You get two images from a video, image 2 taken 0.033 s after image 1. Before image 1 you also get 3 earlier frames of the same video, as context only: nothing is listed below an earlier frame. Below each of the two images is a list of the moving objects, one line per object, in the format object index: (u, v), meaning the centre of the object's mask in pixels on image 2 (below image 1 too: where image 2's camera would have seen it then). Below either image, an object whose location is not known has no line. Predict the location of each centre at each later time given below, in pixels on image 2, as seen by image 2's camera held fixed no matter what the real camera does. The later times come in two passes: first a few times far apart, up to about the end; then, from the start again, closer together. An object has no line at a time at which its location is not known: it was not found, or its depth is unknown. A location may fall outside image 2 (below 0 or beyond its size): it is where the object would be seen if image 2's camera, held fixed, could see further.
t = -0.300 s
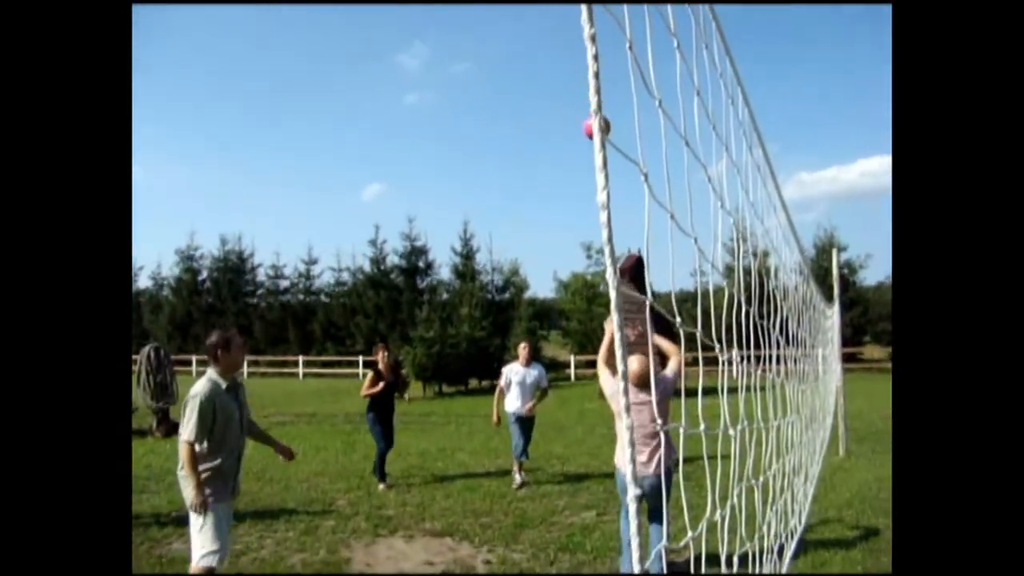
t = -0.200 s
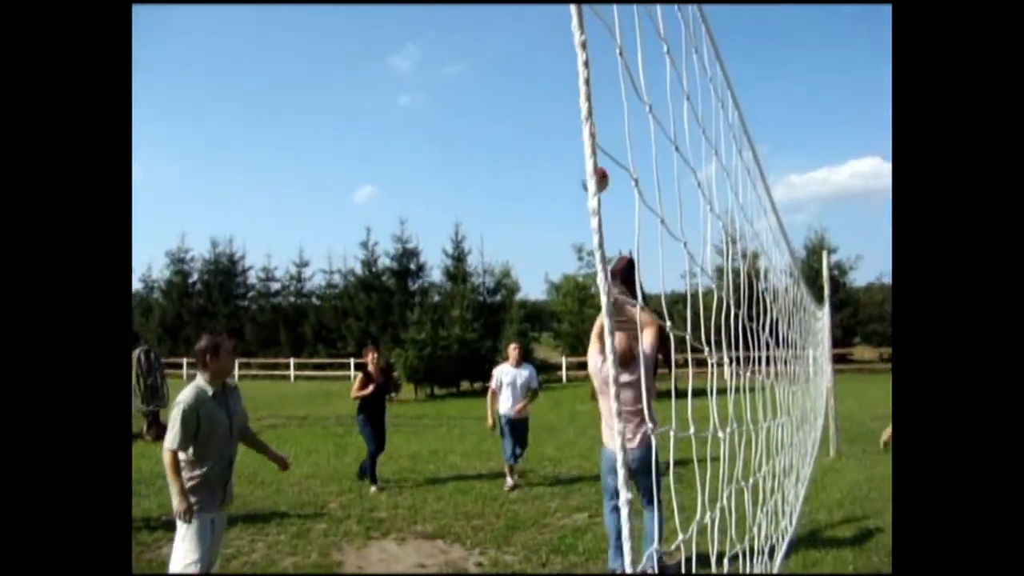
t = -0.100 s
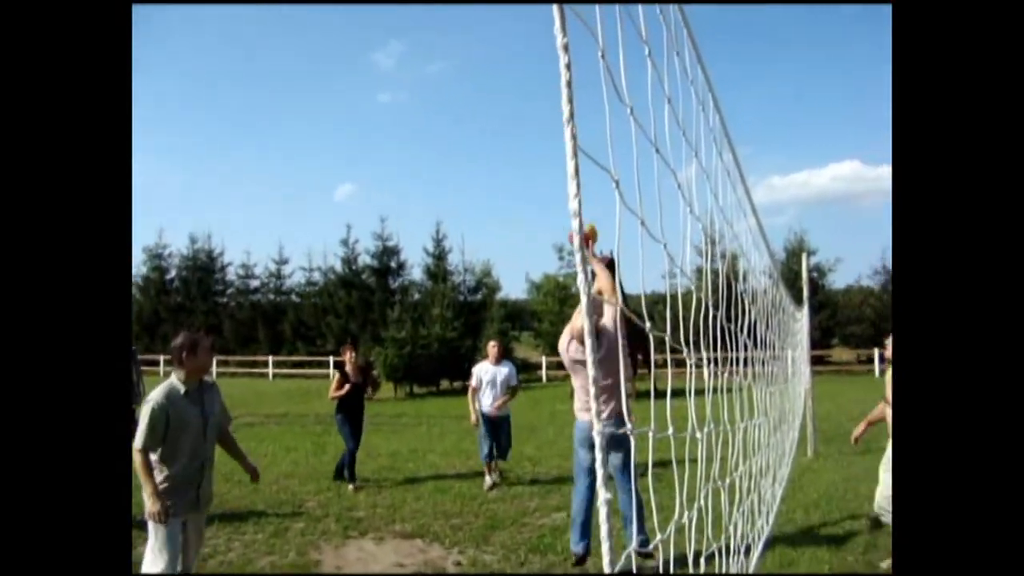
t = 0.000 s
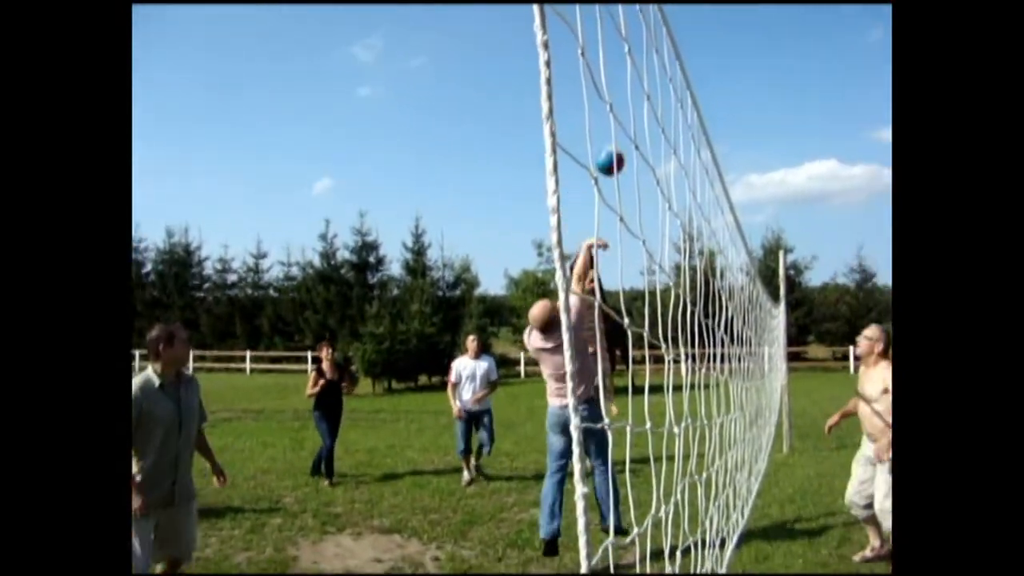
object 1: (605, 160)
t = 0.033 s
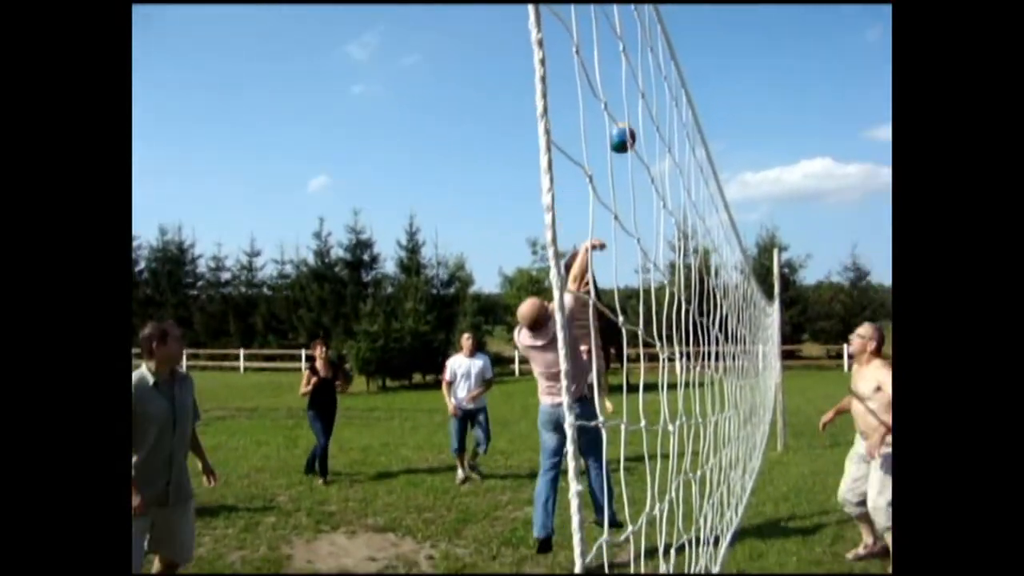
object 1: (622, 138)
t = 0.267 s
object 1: (738, 41)
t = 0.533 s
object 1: (869, 23)
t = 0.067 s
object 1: (638, 119)
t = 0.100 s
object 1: (654, 102)
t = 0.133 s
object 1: (669, 87)
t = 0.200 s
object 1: (705, 60)
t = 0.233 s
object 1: (721, 50)
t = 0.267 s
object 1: (738, 41)
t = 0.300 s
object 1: (754, 35)
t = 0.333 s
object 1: (770, 29)
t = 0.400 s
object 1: (804, 21)
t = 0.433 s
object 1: (820, 20)
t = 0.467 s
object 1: (837, 20)
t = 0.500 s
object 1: (853, 20)
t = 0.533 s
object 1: (869, 23)
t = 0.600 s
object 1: (901, 34)
